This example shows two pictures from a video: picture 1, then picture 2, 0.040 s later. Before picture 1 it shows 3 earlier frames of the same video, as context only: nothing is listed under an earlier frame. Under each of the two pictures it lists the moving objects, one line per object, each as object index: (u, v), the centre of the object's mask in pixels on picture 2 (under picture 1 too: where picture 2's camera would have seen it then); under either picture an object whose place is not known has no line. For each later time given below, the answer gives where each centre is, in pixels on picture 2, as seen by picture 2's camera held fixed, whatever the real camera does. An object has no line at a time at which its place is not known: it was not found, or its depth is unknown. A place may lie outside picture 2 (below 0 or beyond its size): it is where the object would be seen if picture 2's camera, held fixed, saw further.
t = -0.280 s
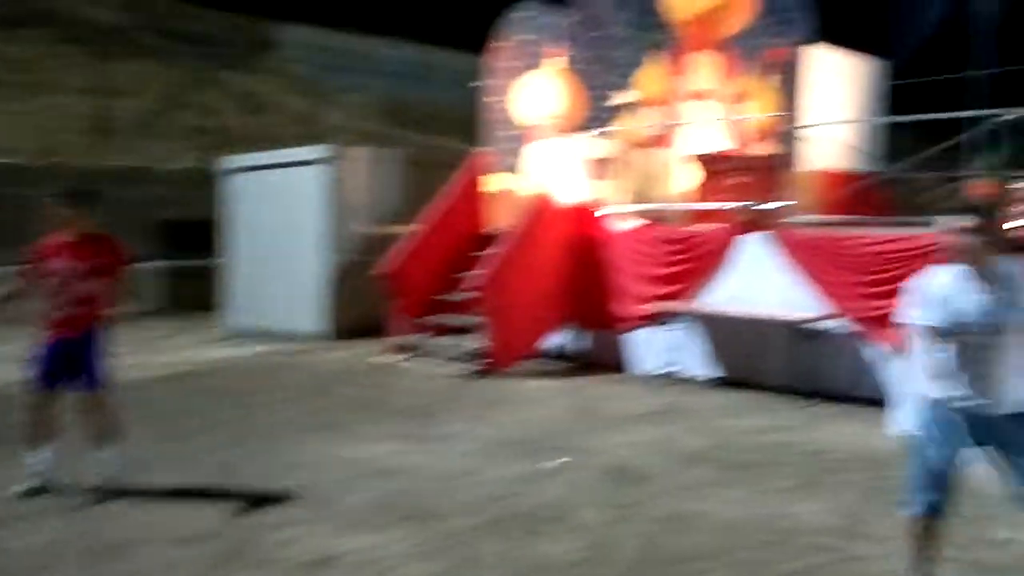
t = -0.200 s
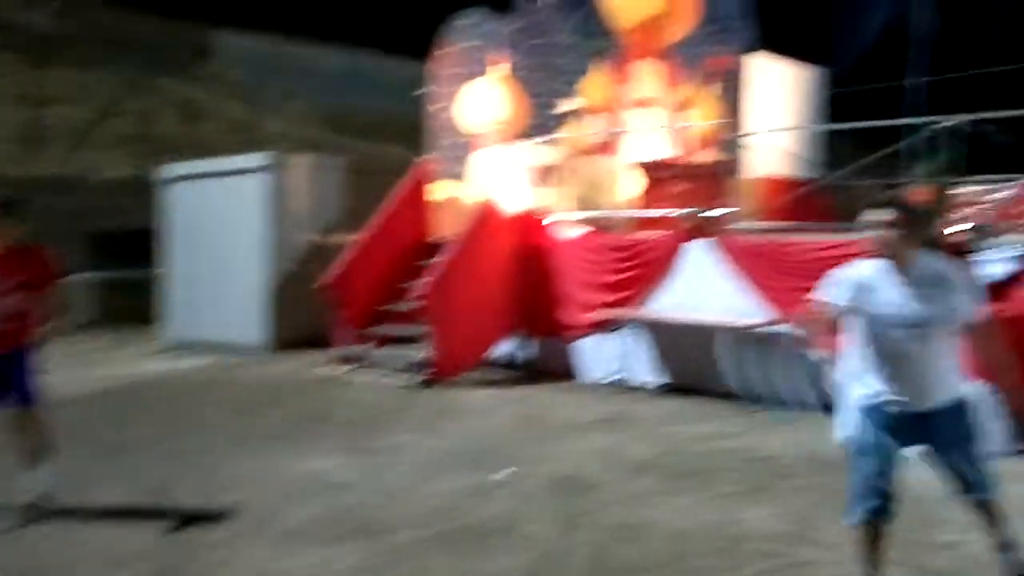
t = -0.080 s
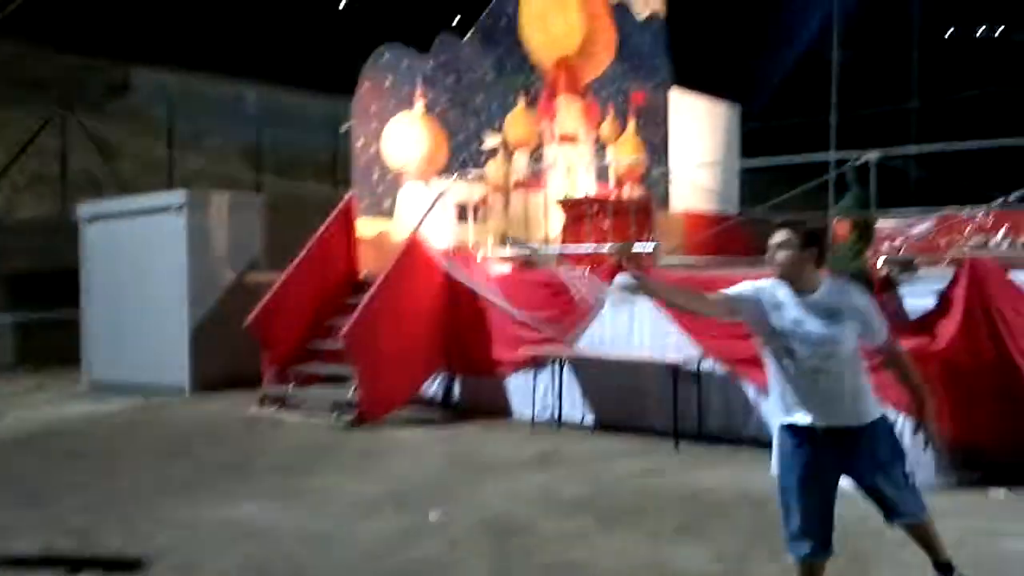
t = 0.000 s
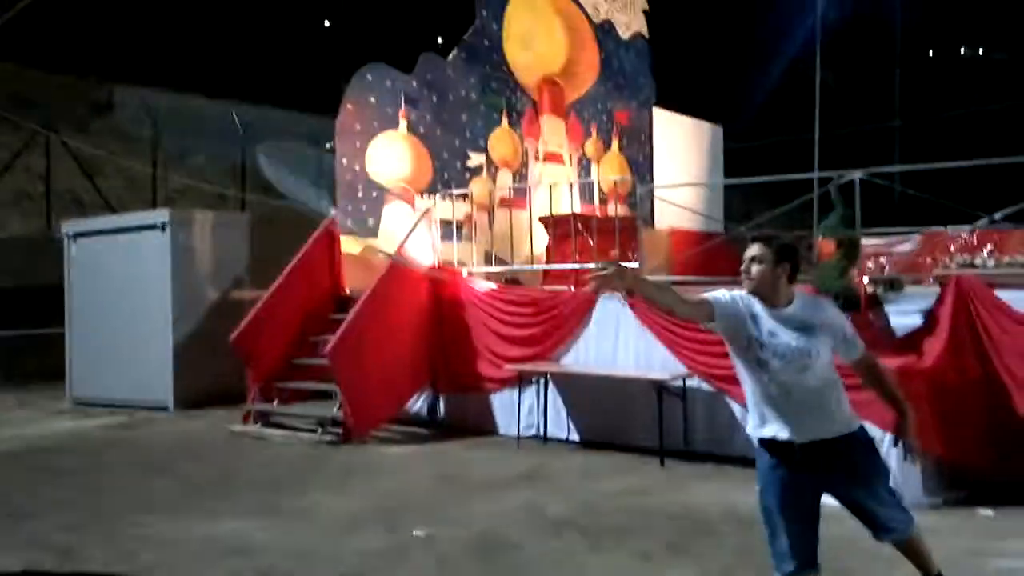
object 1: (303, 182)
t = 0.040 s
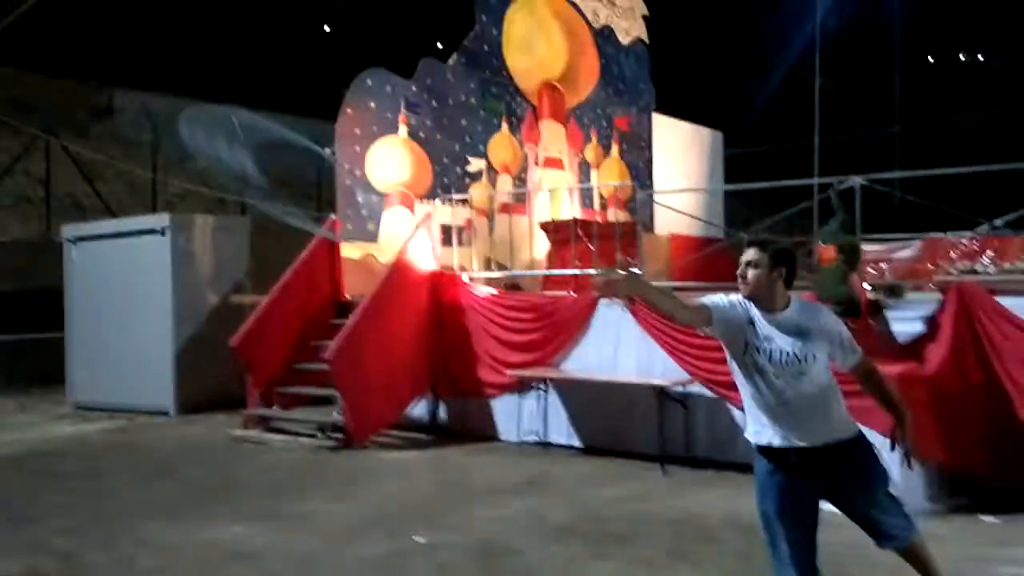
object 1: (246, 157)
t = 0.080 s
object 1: (223, 148)
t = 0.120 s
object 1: (164, 122)
